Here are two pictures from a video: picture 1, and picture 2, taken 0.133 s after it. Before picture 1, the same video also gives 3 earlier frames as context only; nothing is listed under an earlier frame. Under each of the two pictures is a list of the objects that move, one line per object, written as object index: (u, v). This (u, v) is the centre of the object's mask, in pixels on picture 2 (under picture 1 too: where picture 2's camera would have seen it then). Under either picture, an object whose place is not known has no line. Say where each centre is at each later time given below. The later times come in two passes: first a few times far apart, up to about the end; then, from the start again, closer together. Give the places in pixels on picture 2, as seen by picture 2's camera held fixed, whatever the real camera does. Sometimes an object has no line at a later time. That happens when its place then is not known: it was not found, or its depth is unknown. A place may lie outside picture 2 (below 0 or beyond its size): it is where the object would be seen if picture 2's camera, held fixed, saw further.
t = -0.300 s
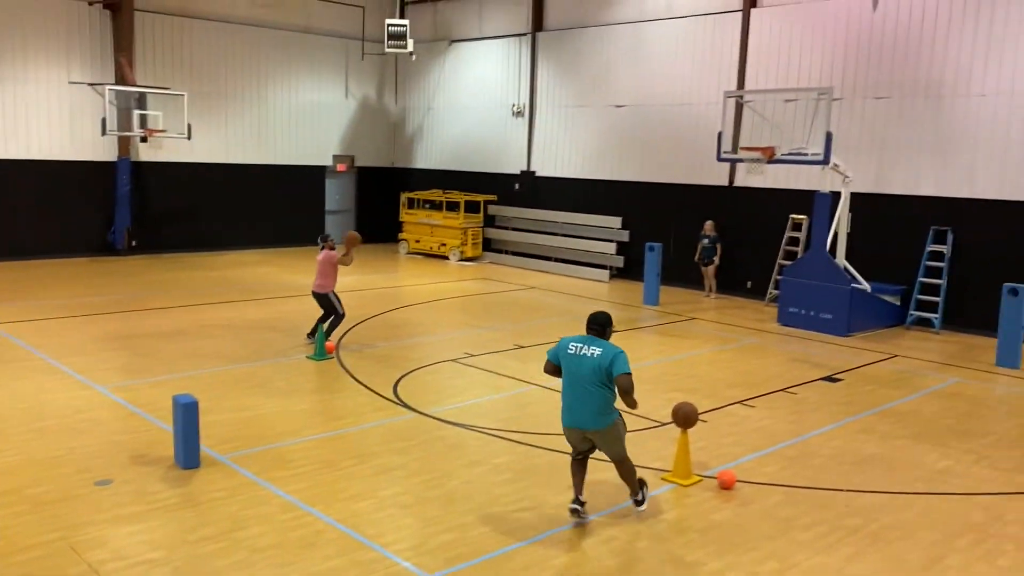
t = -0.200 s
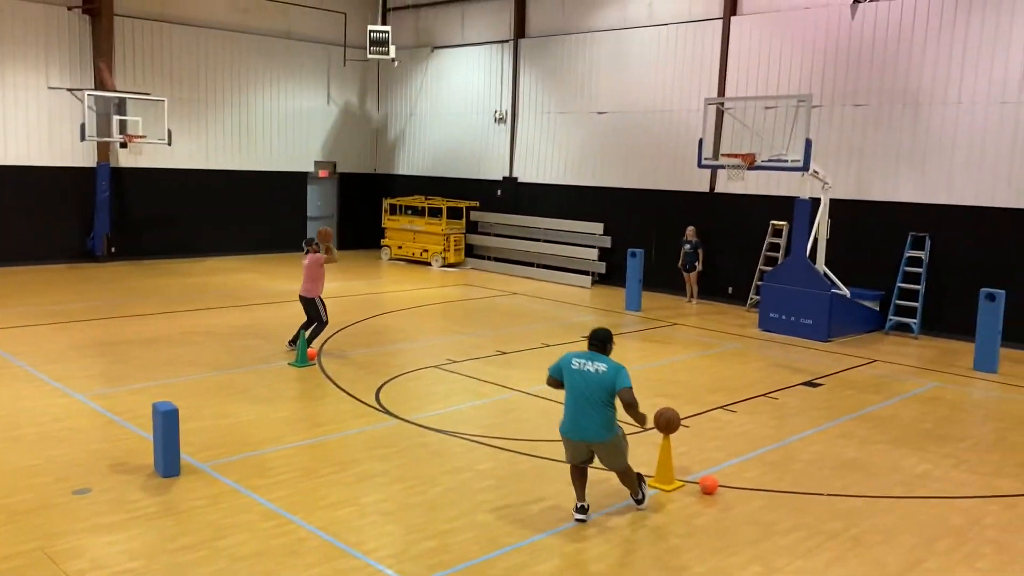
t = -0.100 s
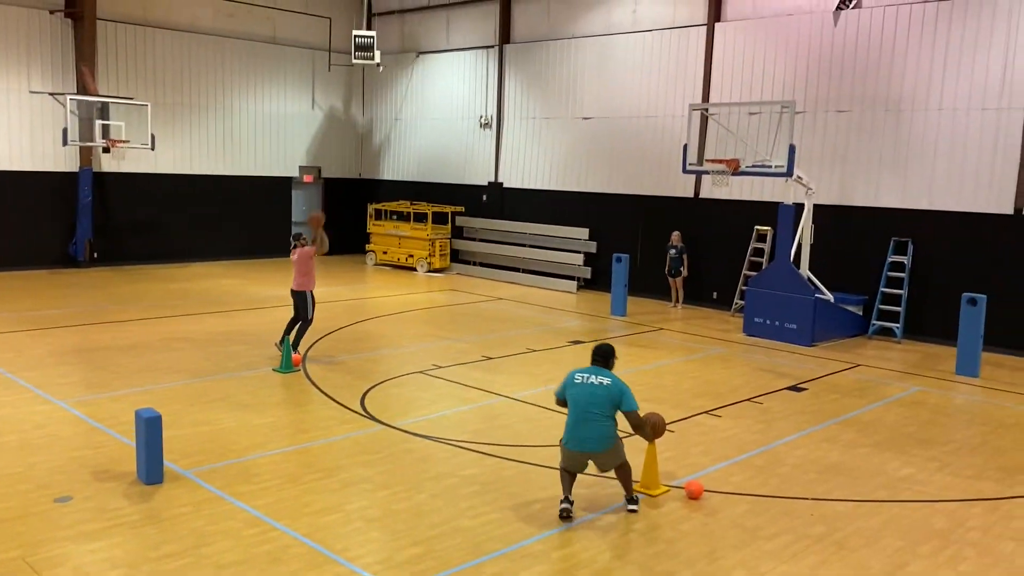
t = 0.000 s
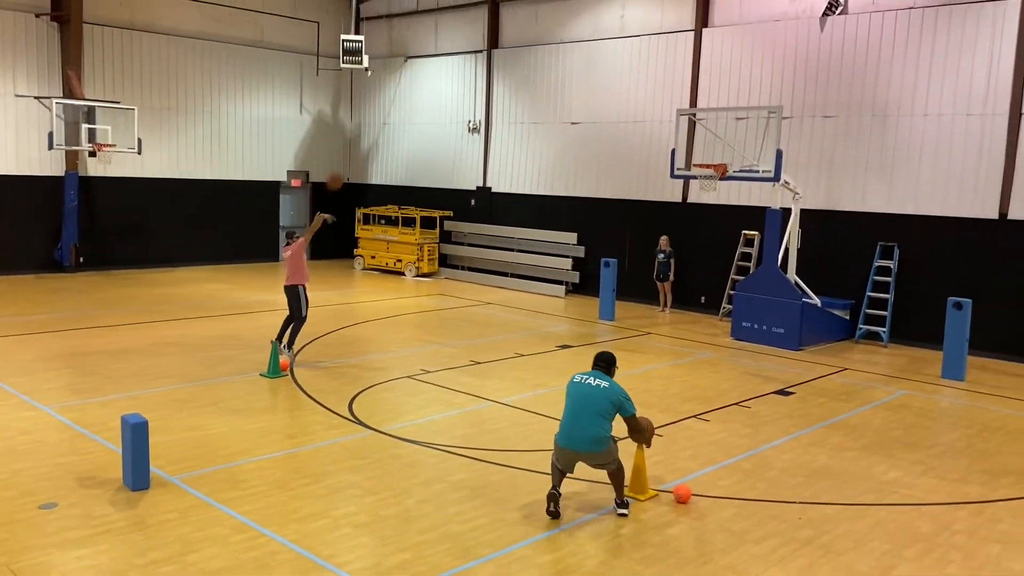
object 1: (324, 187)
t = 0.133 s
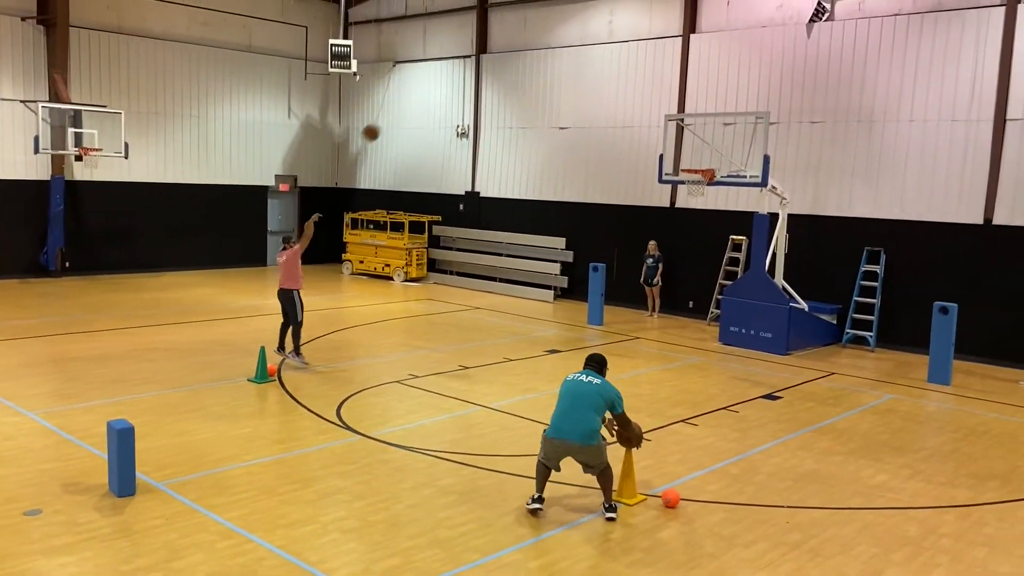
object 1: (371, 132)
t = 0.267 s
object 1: (415, 95)
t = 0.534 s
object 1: (500, 58)
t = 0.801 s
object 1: (578, 71)
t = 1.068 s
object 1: (647, 129)
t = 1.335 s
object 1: (638, 154)
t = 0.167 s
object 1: (382, 122)
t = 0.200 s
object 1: (393, 112)
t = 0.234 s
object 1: (404, 103)
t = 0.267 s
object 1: (415, 95)
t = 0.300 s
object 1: (427, 87)
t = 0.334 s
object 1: (437, 80)
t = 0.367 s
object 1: (448, 75)
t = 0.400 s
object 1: (459, 69)
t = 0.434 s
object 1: (468, 66)
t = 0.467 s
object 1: (480, 62)
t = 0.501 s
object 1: (490, 60)
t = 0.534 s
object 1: (500, 58)
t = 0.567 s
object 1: (510, 57)
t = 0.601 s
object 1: (520, 57)
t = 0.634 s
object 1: (530, 57)
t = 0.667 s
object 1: (540, 59)
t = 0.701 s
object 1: (549, 61)
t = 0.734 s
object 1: (559, 63)
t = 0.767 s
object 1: (568, 67)
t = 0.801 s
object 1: (578, 71)
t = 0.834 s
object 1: (587, 76)
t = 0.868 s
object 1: (596, 81)
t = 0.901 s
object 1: (604, 88)
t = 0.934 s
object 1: (613, 95)
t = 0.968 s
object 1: (622, 102)
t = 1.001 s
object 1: (630, 110)
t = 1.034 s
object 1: (638, 119)
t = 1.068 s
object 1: (647, 129)
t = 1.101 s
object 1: (655, 138)
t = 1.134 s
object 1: (663, 149)
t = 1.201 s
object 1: (673, 166)
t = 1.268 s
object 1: (655, 158)
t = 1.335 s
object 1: (638, 154)
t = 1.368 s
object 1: (630, 153)
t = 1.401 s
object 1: (622, 152)
